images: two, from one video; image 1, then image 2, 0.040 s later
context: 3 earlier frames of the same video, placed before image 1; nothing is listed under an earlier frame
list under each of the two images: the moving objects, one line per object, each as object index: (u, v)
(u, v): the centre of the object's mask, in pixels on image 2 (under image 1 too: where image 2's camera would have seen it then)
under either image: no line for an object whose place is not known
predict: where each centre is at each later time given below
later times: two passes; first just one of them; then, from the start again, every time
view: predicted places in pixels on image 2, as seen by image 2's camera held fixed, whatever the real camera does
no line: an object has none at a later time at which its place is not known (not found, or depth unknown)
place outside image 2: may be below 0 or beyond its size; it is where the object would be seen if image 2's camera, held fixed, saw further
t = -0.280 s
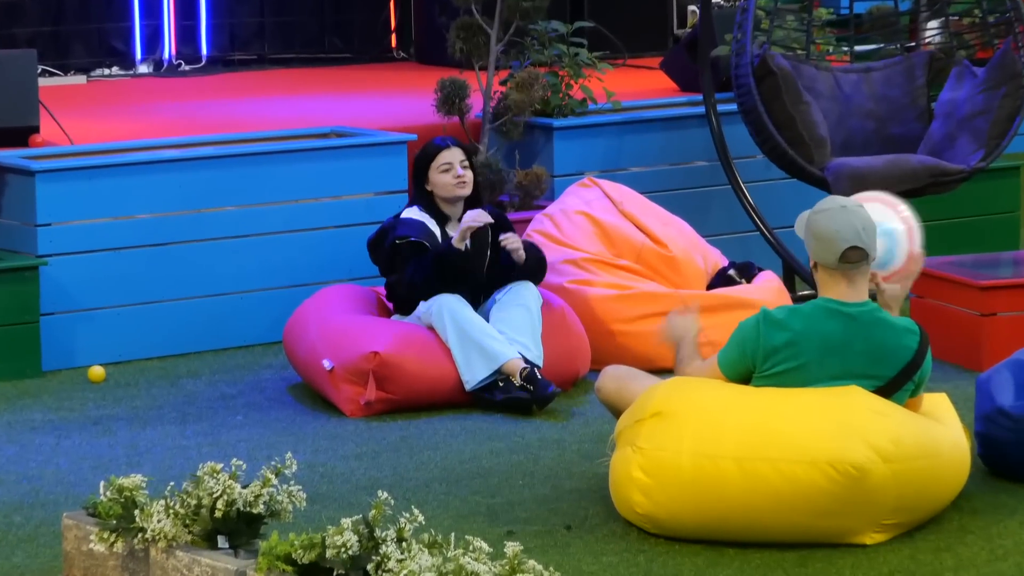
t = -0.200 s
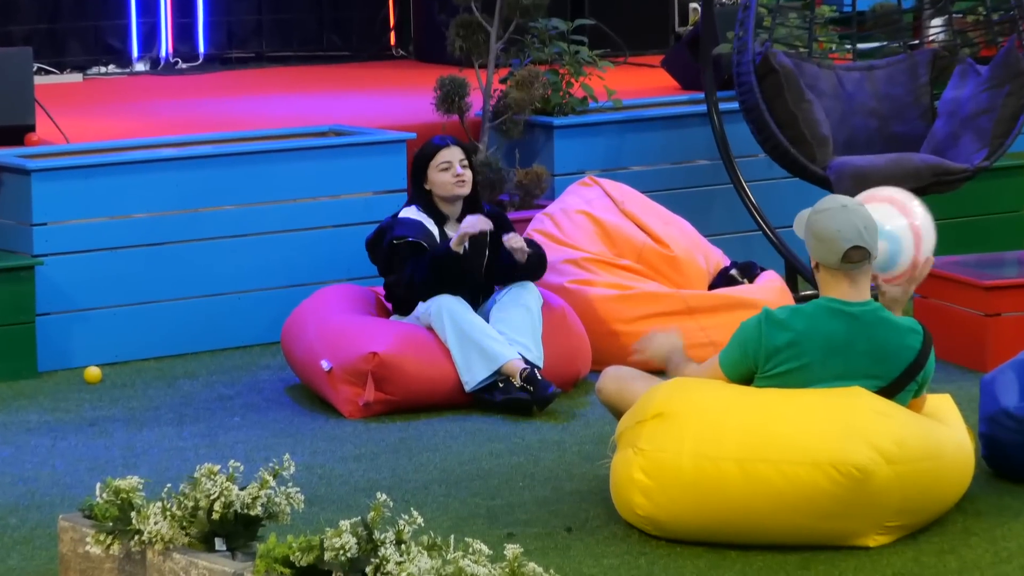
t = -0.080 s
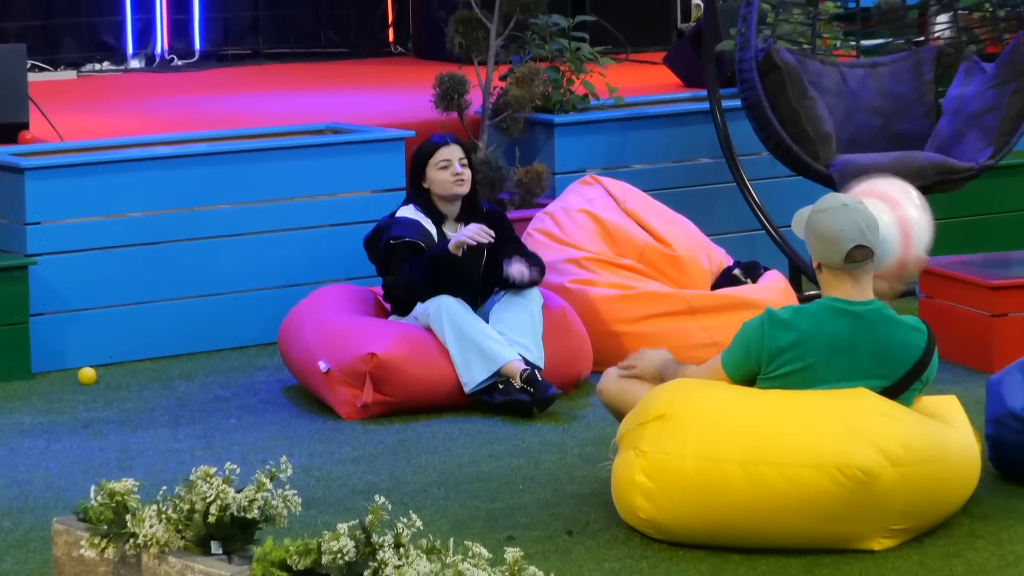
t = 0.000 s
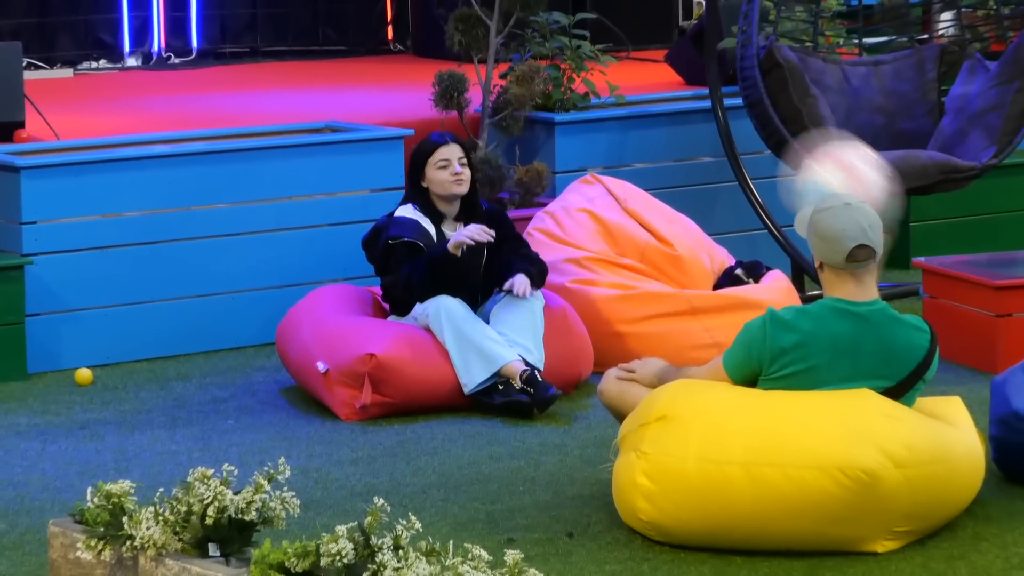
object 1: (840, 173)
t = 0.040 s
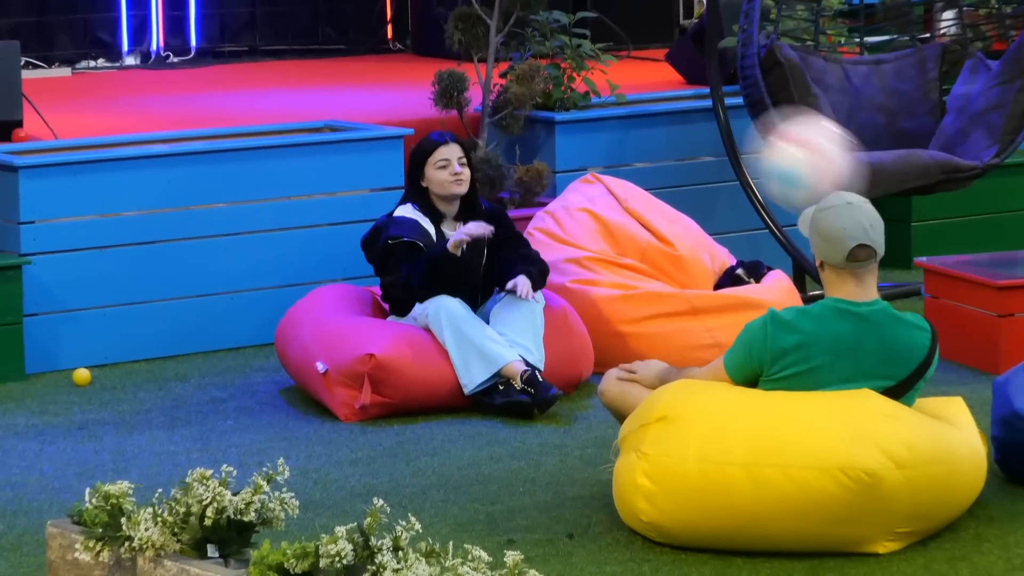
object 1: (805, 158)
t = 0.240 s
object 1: (639, 127)
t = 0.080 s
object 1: (771, 144)
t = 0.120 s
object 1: (736, 131)
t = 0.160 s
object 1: (703, 123)
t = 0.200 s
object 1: (669, 122)
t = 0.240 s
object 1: (639, 127)
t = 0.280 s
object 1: (615, 134)
